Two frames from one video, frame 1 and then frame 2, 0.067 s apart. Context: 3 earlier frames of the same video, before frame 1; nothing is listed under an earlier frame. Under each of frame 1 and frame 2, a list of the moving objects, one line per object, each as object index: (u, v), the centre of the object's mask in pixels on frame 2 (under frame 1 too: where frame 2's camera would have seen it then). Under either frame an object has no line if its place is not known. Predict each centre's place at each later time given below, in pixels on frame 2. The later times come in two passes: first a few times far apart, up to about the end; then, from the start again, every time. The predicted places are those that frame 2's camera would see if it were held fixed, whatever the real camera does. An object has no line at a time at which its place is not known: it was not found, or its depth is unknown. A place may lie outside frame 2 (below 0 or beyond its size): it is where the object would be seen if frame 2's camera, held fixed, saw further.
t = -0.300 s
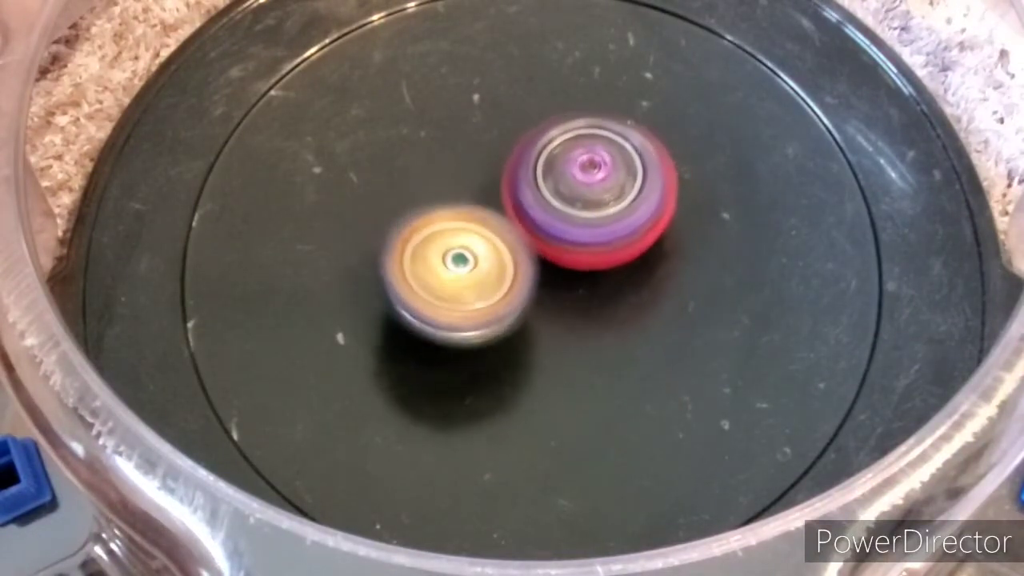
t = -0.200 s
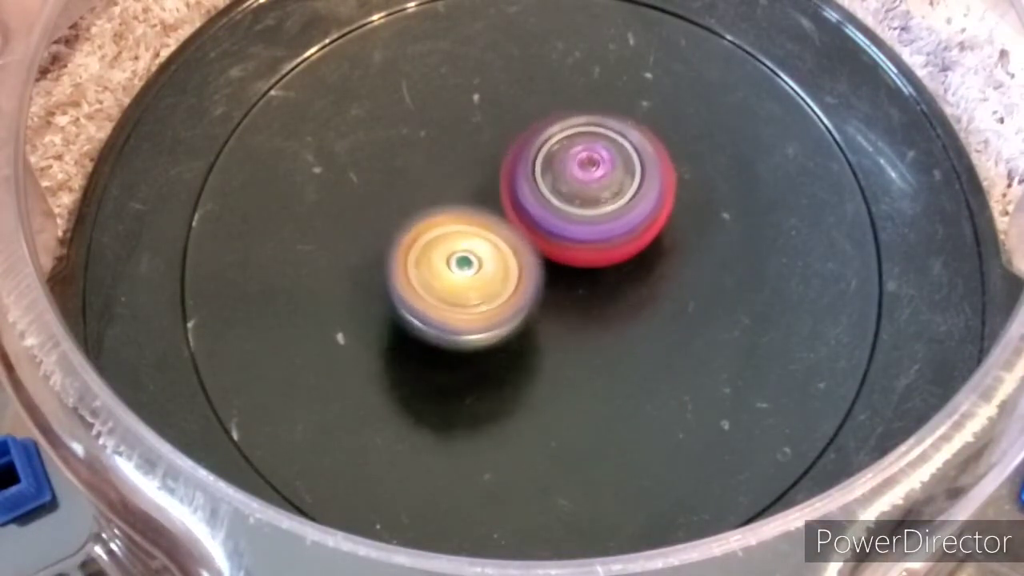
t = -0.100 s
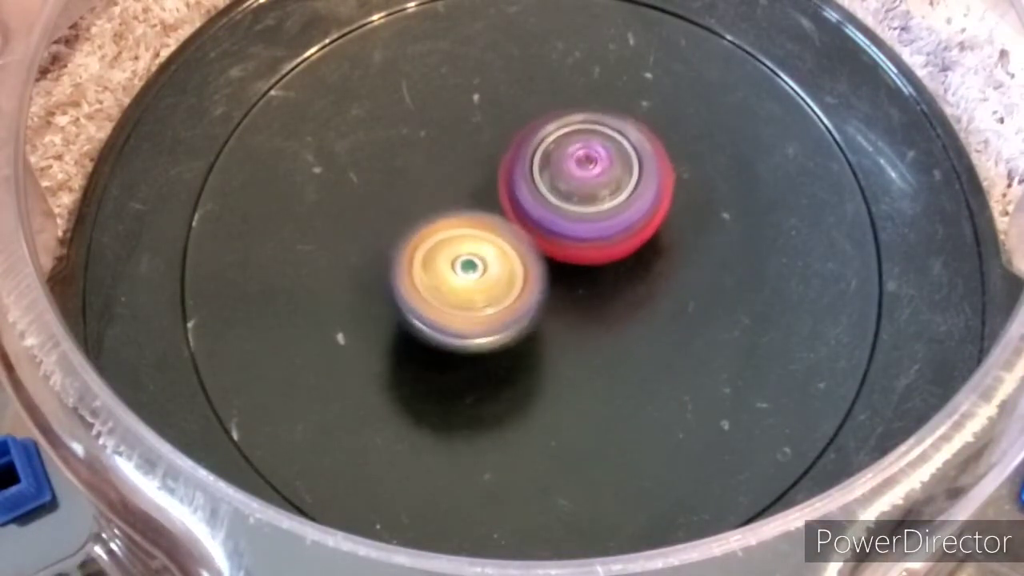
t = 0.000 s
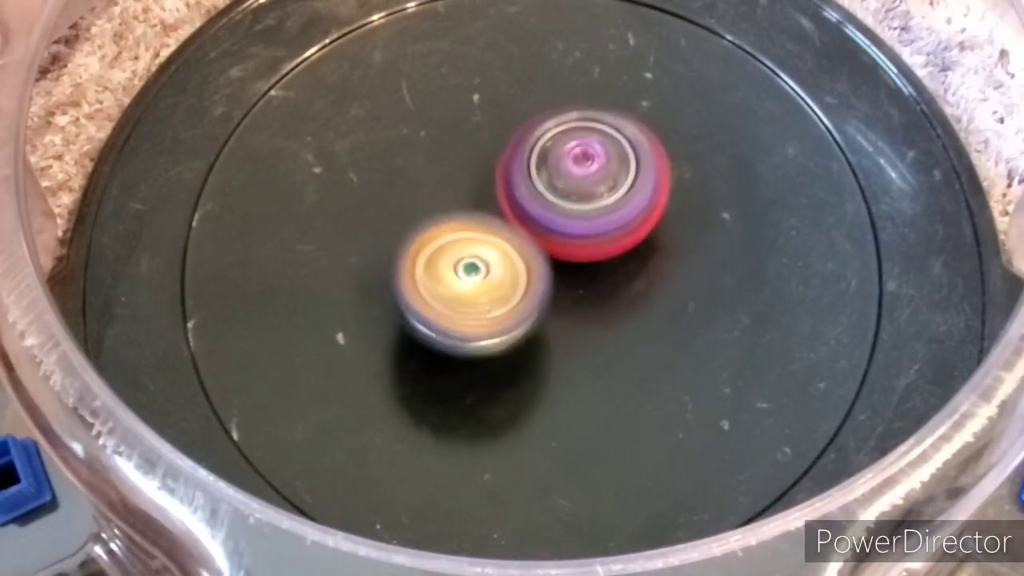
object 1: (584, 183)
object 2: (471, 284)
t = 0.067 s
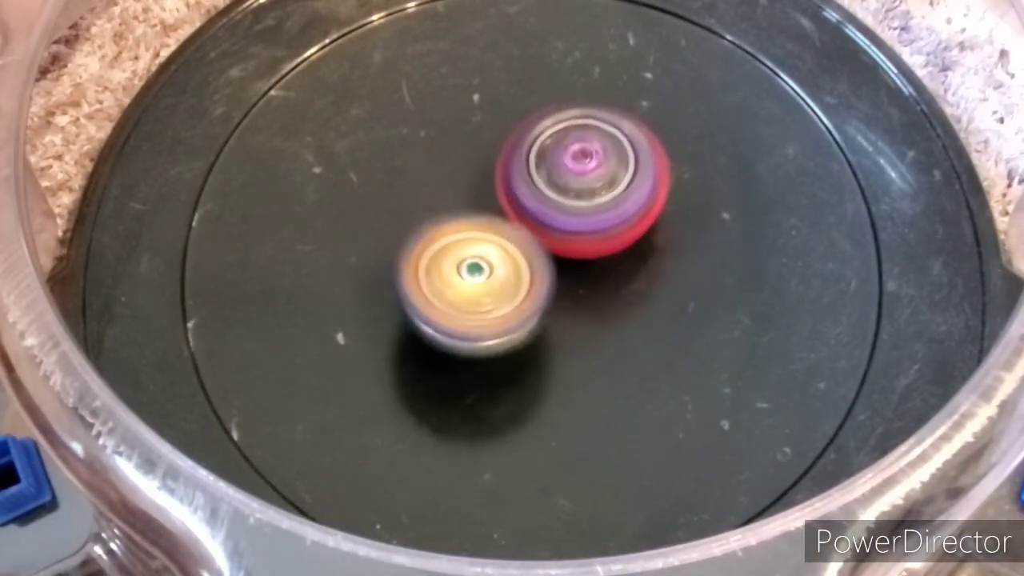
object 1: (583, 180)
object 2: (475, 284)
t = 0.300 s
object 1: (578, 172)
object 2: (482, 291)
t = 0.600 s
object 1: (569, 162)
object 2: (492, 291)
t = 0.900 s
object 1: (553, 155)
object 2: (495, 288)
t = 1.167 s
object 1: (540, 152)
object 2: (499, 284)
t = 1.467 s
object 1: (528, 153)
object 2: (508, 289)
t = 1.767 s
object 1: (520, 136)
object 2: (523, 314)
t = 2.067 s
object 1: (509, 143)
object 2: (529, 282)
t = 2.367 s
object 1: (506, 152)
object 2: (524, 288)
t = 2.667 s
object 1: (490, 156)
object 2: (534, 292)
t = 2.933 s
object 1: (468, 129)
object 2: (566, 326)
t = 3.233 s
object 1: (475, 157)
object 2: (543, 294)
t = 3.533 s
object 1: (493, 156)
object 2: (548, 331)
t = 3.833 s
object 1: (510, 179)
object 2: (550, 338)
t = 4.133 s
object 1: (542, 148)
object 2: (543, 360)
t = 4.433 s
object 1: (554, 168)
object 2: (522, 333)
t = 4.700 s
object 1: (617, 159)
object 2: (462, 377)
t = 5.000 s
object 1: (618, 150)
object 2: (444, 368)
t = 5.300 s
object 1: (622, 223)
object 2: (472, 297)
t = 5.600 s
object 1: (620, 244)
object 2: (447, 269)
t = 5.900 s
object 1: (607, 265)
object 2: (420, 259)
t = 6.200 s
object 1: (612, 256)
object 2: (406, 249)
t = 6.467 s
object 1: (591, 246)
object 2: (404, 230)
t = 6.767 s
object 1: (590, 243)
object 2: (419, 228)
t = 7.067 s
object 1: (614, 222)
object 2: (415, 211)
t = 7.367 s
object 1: (608, 243)
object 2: (428, 208)
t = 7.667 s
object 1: (574, 254)
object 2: (439, 183)
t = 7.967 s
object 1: (554, 278)
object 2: (451, 176)
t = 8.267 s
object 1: (546, 281)
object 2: (449, 173)
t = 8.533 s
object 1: (536, 288)
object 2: (444, 186)
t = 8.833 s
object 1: (545, 281)
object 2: (450, 177)
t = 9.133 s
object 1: (539, 277)
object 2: (451, 172)
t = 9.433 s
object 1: (538, 277)
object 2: (451, 172)
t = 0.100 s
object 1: (583, 179)
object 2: (476, 285)
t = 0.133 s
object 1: (583, 179)
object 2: (478, 285)
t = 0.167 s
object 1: (581, 178)
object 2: (478, 286)
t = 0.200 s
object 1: (581, 178)
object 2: (479, 287)
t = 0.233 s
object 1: (580, 177)
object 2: (480, 287)
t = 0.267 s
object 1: (578, 176)
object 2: (482, 287)
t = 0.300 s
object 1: (578, 172)
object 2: (482, 291)
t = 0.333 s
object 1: (577, 170)
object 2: (482, 293)
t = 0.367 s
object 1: (576, 170)
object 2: (485, 292)
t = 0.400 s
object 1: (574, 169)
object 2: (487, 290)
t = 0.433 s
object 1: (572, 167)
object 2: (489, 287)
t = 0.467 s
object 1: (572, 166)
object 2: (491, 285)
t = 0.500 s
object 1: (572, 165)
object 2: (492, 286)
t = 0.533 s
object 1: (571, 162)
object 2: (491, 291)
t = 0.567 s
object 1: (571, 162)
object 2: (492, 292)
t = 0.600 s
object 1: (569, 162)
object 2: (492, 291)
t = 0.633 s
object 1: (566, 162)
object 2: (493, 289)
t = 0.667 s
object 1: (565, 161)
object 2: (494, 286)
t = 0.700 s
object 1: (563, 160)
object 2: (496, 284)
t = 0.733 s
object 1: (562, 160)
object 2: (497, 283)
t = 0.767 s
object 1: (561, 158)
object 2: (496, 285)
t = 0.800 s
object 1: (558, 155)
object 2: (494, 291)
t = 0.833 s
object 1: (558, 155)
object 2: (493, 293)
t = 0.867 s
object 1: (556, 155)
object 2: (494, 291)
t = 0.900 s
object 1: (553, 155)
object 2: (495, 288)
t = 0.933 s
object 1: (552, 153)
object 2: (495, 285)
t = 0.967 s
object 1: (550, 153)
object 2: (497, 282)
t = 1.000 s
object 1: (550, 152)
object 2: (498, 280)
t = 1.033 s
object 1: (547, 151)
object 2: (498, 282)
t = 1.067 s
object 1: (545, 152)
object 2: (499, 283)
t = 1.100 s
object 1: (545, 151)
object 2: (499, 282)
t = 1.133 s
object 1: (542, 151)
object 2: (498, 282)
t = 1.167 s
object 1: (540, 152)
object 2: (499, 284)
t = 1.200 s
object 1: (540, 151)
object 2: (500, 284)
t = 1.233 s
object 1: (537, 152)
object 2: (501, 285)
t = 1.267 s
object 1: (536, 152)
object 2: (502, 285)
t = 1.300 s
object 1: (534, 152)
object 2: (502, 287)
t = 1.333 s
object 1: (534, 152)
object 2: (504, 287)
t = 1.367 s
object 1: (533, 152)
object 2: (504, 287)
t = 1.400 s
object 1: (530, 153)
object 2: (505, 289)
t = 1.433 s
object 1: (529, 152)
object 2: (507, 291)
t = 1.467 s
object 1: (528, 153)
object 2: (508, 289)
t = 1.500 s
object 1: (526, 153)
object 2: (507, 289)
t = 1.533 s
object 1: (525, 153)
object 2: (508, 291)
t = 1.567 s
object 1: (524, 154)
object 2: (511, 291)
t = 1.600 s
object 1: (523, 153)
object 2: (514, 294)
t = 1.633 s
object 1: (521, 141)
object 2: (517, 308)
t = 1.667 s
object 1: (521, 132)
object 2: (519, 315)
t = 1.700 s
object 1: (521, 132)
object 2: (522, 317)
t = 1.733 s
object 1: (522, 134)
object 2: (522, 316)
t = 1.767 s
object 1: (520, 136)
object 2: (523, 314)
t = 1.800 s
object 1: (517, 139)
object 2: (524, 312)
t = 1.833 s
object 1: (516, 140)
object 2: (525, 308)
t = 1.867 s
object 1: (514, 141)
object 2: (527, 305)
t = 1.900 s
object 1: (514, 141)
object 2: (528, 301)
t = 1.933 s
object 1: (512, 142)
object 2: (529, 296)
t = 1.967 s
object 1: (512, 145)
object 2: (529, 290)
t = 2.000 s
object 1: (509, 144)
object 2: (528, 283)
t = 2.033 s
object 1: (508, 145)
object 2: (528, 279)
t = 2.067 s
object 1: (509, 143)
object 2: (529, 282)
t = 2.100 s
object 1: (510, 143)
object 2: (530, 284)
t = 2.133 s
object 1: (510, 143)
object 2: (527, 282)
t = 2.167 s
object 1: (508, 144)
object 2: (526, 280)
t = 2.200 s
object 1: (508, 146)
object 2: (525, 281)
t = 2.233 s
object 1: (507, 147)
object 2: (526, 283)
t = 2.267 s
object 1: (508, 148)
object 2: (526, 283)
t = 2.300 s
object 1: (509, 149)
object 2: (525, 283)
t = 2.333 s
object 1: (507, 151)
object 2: (524, 284)
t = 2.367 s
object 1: (506, 152)
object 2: (524, 288)
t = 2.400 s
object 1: (505, 154)
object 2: (525, 288)
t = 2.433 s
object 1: (504, 155)
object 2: (524, 288)
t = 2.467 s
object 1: (500, 155)
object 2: (525, 293)
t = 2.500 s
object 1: (495, 151)
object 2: (528, 300)
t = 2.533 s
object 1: (494, 151)
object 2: (532, 301)
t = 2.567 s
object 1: (494, 151)
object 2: (532, 299)
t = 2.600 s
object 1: (493, 153)
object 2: (533, 297)
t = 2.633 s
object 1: (493, 155)
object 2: (533, 295)
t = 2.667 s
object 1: (490, 156)
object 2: (534, 292)
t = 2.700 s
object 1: (488, 156)
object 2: (534, 290)
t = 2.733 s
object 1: (486, 156)
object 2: (534, 287)
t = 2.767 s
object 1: (485, 156)
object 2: (535, 286)
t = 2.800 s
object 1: (484, 156)
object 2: (536, 284)
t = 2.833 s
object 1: (479, 150)
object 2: (543, 295)
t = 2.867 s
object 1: (470, 137)
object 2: (554, 313)
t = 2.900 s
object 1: (469, 130)
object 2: (563, 322)
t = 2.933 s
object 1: (468, 129)
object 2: (566, 326)
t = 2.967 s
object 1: (470, 132)
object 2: (569, 325)
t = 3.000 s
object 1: (469, 135)
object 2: (566, 320)
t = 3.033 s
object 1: (470, 139)
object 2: (563, 316)
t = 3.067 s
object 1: (469, 141)
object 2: (560, 314)
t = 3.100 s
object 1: (470, 143)
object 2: (557, 310)
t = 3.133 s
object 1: (470, 146)
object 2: (555, 307)
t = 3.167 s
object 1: (472, 149)
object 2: (551, 303)
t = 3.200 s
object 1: (472, 152)
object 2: (548, 300)
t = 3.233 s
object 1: (475, 157)
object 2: (543, 294)
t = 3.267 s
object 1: (476, 159)
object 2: (538, 289)
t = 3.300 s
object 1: (481, 159)
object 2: (540, 293)
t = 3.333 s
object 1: (481, 157)
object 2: (542, 299)
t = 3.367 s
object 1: (482, 158)
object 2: (542, 299)
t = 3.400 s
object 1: (482, 160)
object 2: (540, 299)
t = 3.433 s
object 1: (486, 161)
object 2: (538, 299)
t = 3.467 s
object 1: (489, 166)
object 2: (536, 299)
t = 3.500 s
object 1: (495, 164)
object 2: (539, 311)
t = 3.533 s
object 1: (493, 156)
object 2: (548, 331)
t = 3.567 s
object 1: (495, 149)
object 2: (554, 346)
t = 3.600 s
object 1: (496, 149)
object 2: (556, 356)
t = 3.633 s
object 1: (498, 152)
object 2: (556, 359)
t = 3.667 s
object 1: (497, 156)
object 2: (556, 358)
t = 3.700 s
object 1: (497, 158)
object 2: (555, 356)
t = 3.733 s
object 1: (499, 163)
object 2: (554, 352)
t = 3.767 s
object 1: (501, 167)
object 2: (553, 348)
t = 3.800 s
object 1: (505, 173)
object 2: (552, 342)
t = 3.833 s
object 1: (510, 179)
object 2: (550, 338)
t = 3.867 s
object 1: (517, 185)
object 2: (550, 331)
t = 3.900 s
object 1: (524, 190)
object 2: (551, 325)
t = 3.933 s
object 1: (532, 189)
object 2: (551, 326)
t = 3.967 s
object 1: (533, 188)
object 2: (552, 327)
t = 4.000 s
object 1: (534, 187)
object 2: (552, 325)
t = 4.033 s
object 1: (537, 183)
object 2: (549, 332)
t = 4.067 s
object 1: (537, 167)
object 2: (547, 348)
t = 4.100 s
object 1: (539, 155)
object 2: (545, 360)
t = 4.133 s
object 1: (542, 148)
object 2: (543, 360)
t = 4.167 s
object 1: (545, 148)
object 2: (540, 358)
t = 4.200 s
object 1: (547, 149)
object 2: (537, 355)
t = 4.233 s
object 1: (547, 149)
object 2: (535, 353)
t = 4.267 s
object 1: (547, 151)
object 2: (533, 350)
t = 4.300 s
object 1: (548, 152)
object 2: (531, 347)
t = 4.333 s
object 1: (548, 154)
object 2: (529, 343)
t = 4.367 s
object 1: (551, 159)
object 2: (527, 340)
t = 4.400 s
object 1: (552, 161)
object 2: (524, 336)
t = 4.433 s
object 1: (554, 168)
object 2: (522, 333)
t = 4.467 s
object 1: (557, 174)
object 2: (520, 330)
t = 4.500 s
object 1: (561, 179)
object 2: (517, 328)
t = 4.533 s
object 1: (566, 185)
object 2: (514, 326)
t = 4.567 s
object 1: (571, 190)
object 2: (512, 326)
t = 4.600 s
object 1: (576, 198)
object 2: (508, 324)
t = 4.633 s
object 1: (586, 196)
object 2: (496, 339)
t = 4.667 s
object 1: (604, 175)
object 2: (479, 361)
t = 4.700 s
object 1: (617, 159)
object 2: (462, 377)
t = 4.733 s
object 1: (625, 146)
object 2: (450, 387)
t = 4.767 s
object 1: (630, 144)
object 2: (442, 391)
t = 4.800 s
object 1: (631, 145)
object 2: (435, 394)
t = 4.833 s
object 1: (629, 144)
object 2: (430, 395)
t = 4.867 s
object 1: (626, 144)
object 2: (429, 396)
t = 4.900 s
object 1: (622, 145)
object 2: (432, 391)
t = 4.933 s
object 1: (622, 144)
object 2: (434, 384)
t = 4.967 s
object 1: (621, 145)
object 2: (438, 376)
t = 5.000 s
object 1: (618, 150)
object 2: (444, 368)
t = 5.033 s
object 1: (617, 155)
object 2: (451, 359)
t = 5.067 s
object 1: (613, 164)
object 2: (462, 351)
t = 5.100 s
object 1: (609, 176)
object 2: (473, 340)
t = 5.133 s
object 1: (607, 188)
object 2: (483, 328)
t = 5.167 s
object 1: (606, 203)
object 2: (489, 317)
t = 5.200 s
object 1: (612, 210)
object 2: (487, 311)
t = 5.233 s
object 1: (616, 214)
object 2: (484, 305)
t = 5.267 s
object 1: (619, 219)
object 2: (481, 299)
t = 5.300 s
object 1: (622, 223)
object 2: (472, 297)
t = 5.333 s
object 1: (623, 225)
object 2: (468, 291)
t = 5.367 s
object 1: (623, 229)
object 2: (463, 283)
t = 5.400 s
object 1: (623, 231)
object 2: (456, 278)
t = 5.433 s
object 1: (626, 233)
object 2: (450, 274)
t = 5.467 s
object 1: (623, 235)
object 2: (446, 270)
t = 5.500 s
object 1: (624, 237)
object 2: (444, 270)
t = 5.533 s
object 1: (625, 239)
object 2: (445, 272)
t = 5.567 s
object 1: (622, 241)
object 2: (447, 271)
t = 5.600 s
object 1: (620, 244)
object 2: (447, 269)
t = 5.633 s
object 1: (618, 246)
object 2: (449, 267)
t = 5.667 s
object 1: (616, 248)
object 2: (449, 265)
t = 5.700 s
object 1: (618, 250)
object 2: (445, 261)
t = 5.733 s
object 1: (616, 251)
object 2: (438, 258)
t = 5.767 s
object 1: (613, 252)
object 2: (433, 258)
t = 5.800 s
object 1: (611, 257)
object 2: (432, 258)
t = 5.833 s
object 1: (606, 259)
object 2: (431, 258)
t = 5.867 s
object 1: (600, 261)
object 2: (433, 258)
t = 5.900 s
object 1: (607, 265)
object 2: (420, 259)
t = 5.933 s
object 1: (619, 265)
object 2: (401, 259)
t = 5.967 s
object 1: (625, 267)
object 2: (395, 258)
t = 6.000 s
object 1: (627, 267)
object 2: (395, 255)
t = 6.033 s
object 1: (628, 264)
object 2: (396, 249)
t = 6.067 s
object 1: (628, 262)
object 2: (394, 247)
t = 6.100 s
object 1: (626, 259)
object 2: (397, 248)
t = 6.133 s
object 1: (624, 256)
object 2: (400, 248)
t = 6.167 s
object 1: (619, 256)
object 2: (403, 248)
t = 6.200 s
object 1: (612, 256)
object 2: (406, 249)
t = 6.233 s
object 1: (605, 252)
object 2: (410, 249)
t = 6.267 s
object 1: (594, 249)
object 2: (416, 248)
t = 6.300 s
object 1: (589, 248)
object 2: (415, 246)
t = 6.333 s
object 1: (595, 246)
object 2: (402, 243)
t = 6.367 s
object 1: (597, 245)
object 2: (398, 238)
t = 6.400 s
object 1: (596, 245)
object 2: (400, 234)
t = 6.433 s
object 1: (594, 246)
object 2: (402, 231)
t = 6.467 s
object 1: (591, 246)
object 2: (404, 230)
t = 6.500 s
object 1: (589, 243)
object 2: (407, 228)
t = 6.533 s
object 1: (587, 240)
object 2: (411, 228)
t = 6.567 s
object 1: (586, 239)
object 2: (414, 228)
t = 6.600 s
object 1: (587, 241)
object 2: (416, 229)
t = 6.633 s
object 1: (589, 243)
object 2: (421, 231)
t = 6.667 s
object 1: (594, 246)
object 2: (420, 231)
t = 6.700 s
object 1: (591, 247)
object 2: (417, 230)
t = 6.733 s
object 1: (589, 245)
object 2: (416, 230)
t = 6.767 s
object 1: (590, 243)
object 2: (419, 228)
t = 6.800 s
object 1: (590, 240)
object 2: (424, 228)
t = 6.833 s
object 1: (599, 236)
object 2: (415, 225)
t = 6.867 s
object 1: (604, 233)
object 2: (407, 228)
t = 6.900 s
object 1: (608, 232)
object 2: (409, 228)
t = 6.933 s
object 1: (608, 231)
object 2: (418, 227)
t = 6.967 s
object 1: (604, 231)
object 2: (427, 223)
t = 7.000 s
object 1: (599, 230)
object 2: (434, 220)
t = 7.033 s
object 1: (608, 225)
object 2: (426, 214)
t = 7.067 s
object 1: (614, 222)
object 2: (415, 211)
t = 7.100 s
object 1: (617, 223)
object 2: (408, 210)
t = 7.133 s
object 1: (615, 224)
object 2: (402, 212)
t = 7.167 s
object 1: (611, 224)
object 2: (400, 213)
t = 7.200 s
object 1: (606, 225)
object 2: (404, 218)
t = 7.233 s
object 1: (601, 224)
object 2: (414, 220)
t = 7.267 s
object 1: (594, 226)
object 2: (428, 218)
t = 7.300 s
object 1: (588, 231)
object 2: (434, 217)
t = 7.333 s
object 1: (599, 237)
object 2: (431, 211)
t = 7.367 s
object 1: (608, 243)
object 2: (428, 208)
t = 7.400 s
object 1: (611, 245)
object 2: (426, 208)
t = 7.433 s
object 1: (609, 246)
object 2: (425, 208)
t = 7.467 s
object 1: (607, 245)
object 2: (427, 205)
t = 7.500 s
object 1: (603, 243)
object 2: (431, 202)
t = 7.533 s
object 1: (596, 244)
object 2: (435, 200)
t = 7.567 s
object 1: (589, 243)
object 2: (439, 197)
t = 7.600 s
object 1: (583, 246)
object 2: (439, 195)
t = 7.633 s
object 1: (580, 250)
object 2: (440, 188)
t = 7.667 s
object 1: (574, 254)
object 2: (439, 183)
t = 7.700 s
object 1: (570, 260)
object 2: (439, 179)
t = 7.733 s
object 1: (570, 267)
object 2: (438, 174)
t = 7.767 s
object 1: (568, 273)
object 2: (437, 172)
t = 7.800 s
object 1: (567, 276)
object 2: (437, 173)
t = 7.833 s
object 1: (566, 279)
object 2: (438, 175)
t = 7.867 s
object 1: (563, 280)
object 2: (442, 177)
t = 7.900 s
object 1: (561, 281)
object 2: (446, 178)
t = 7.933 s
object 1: (558, 280)
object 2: (450, 177)
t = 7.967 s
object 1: (554, 278)
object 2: (451, 176)
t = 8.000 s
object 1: (554, 283)
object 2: (452, 174)
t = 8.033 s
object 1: (552, 286)
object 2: (452, 170)
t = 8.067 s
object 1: (553, 287)
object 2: (454, 168)
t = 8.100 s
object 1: (552, 286)
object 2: (454, 168)
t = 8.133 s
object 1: (551, 284)
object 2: (454, 168)
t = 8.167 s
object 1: (549, 282)
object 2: (452, 169)
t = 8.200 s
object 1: (548, 281)
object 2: (451, 170)
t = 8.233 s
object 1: (547, 281)
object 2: (450, 172)
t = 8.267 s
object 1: (546, 281)
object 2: (449, 173)
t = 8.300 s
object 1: (544, 281)
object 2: (447, 174)
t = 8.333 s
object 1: (541, 280)
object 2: (446, 176)
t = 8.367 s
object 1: (537, 280)
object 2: (447, 175)
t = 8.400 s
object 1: (537, 283)
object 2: (449, 177)
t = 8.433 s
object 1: (536, 284)
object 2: (450, 179)
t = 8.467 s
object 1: (536, 287)
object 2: (448, 181)
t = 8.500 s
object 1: (535, 288)
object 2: (446, 184)
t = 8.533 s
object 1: (536, 288)
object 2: (444, 186)
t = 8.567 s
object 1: (535, 288)
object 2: (443, 187)
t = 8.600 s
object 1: (536, 286)
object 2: (443, 186)
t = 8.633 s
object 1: (537, 284)
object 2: (444, 185)
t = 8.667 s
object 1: (539, 283)
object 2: (445, 184)
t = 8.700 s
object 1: (541, 282)
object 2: (446, 183)
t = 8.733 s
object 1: (544, 281)
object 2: (448, 181)
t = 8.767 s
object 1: (545, 282)
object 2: (448, 179)
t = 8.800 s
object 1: (544, 282)
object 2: (449, 179)
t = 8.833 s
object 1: (545, 281)
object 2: (450, 177)
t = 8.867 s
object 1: (544, 280)
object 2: (451, 175)
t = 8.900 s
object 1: (543, 279)
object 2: (451, 174)
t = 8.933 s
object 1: (541, 278)
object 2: (451, 174)
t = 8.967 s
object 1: (539, 276)
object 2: (450, 173)
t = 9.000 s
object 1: (540, 276)
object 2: (450, 173)
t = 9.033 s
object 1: (540, 277)
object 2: (450, 173)
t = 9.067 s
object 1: (540, 277)
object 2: (451, 173)
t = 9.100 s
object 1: (539, 277)
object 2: (451, 172)
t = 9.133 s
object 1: (539, 277)
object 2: (451, 172)
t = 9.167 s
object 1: (539, 277)
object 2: (451, 172)
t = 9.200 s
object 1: (539, 277)
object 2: (451, 172)
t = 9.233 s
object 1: (538, 277)
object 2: (451, 172)
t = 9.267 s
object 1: (538, 277)
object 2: (451, 172)
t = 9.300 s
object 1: (538, 277)
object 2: (451, 172)
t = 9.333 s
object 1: (538, 277)
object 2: (451, 172)
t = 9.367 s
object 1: (538, 276)
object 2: (451, 172)
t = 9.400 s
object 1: (538, 276)
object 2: (451, 172)
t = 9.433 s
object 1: (538, 277)
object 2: (451, 172)
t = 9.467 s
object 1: (538, 277)
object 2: (451, 172)
